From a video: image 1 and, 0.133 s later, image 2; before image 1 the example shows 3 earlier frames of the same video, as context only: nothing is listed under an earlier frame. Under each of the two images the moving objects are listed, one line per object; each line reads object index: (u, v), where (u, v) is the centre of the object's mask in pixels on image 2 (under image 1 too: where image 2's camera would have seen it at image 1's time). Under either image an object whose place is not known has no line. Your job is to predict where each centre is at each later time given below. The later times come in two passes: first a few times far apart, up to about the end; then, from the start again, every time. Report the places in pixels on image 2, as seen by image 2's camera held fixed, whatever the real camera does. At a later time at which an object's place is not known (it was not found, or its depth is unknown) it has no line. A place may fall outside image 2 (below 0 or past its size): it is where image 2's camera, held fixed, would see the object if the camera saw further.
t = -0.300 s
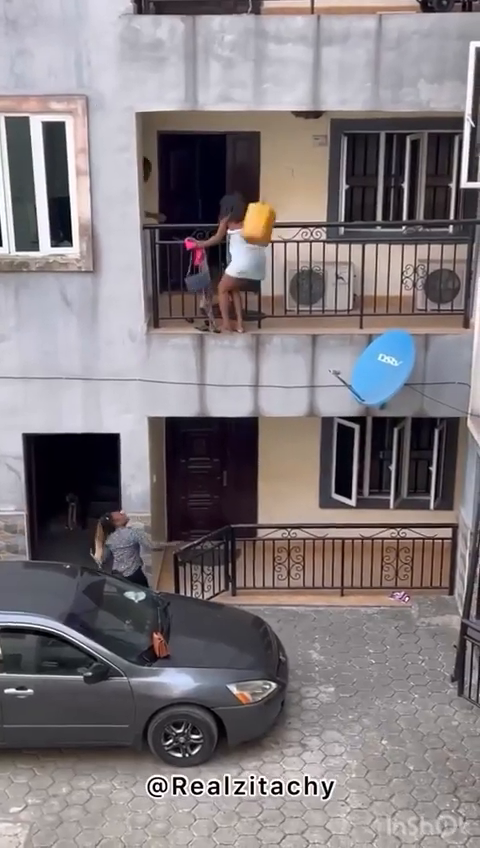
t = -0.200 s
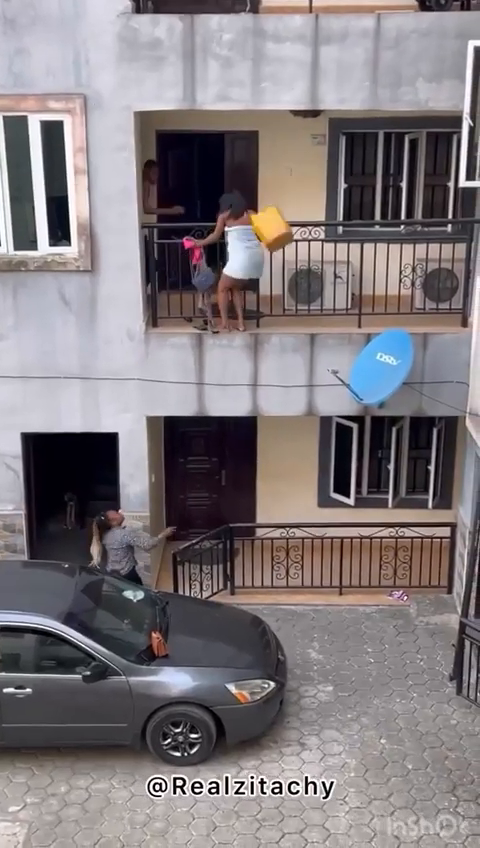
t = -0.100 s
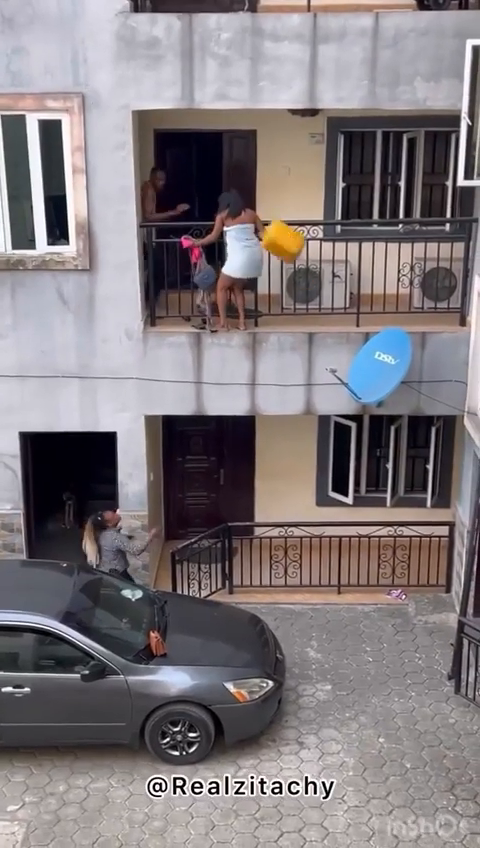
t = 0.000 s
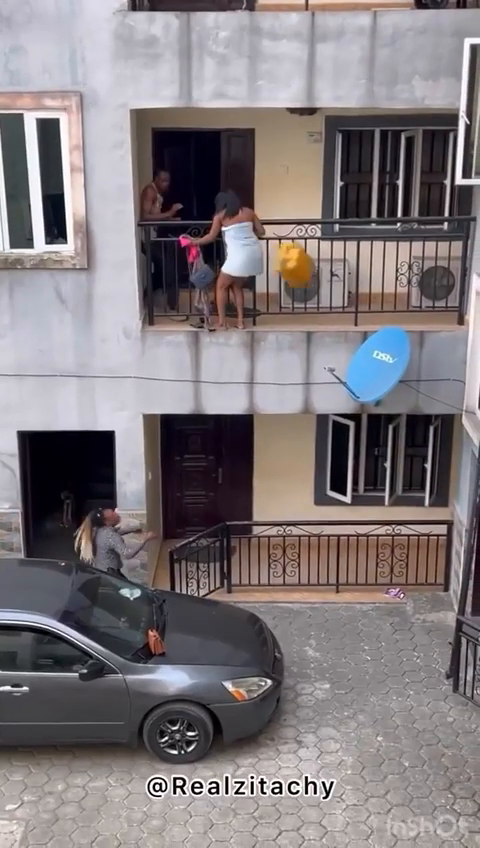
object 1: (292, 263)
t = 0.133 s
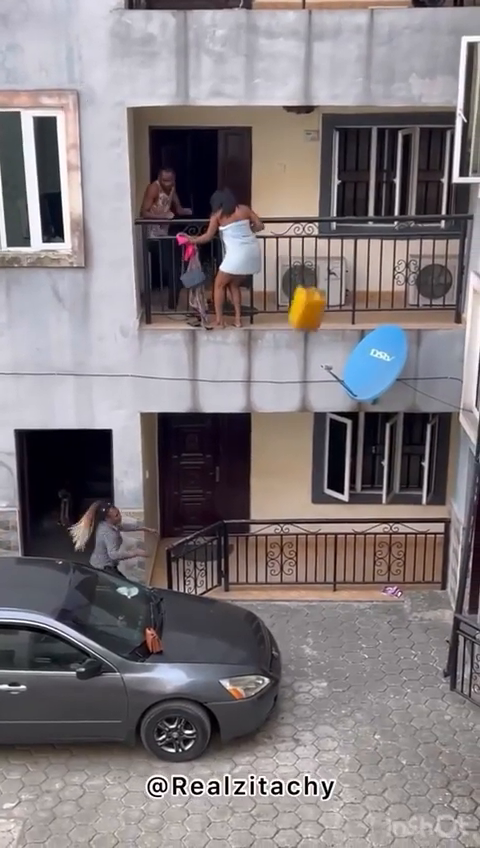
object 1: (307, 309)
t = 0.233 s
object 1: (320, 350)
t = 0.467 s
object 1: (344, 474)
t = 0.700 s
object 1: (365, 624)
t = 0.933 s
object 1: (376, 626)
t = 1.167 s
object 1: (383, 606)
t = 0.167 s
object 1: (311, 321)
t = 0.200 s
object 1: (316, 334)
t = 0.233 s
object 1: (320, 350)
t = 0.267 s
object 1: (323, 365)
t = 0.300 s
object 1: (326, 383)
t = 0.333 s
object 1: (330, 400)
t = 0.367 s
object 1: (334, 418)
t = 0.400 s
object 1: (337, 436)
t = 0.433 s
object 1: (341, 456)
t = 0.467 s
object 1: (344, 474)
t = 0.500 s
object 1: (348, 494)
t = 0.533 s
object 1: (350, 514)
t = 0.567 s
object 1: (352, 534)
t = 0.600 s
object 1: (356, 557)
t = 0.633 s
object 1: (359, 579)
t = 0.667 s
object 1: (362, 601)
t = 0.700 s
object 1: (365, 624)
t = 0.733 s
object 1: (368, 647)
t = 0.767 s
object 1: (370, 666)
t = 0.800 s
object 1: (372, 657)
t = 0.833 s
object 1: (373, 648)
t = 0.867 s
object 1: (374, 639)
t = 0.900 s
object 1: (375, 632)
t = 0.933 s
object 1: (376, 626)
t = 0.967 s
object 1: (377, 621)
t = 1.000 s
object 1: (378, 616)
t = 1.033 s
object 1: (379, 612)
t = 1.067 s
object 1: (381, 608)
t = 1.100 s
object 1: (381, 607)
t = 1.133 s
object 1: (382, 607)
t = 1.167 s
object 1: (383, 606)
